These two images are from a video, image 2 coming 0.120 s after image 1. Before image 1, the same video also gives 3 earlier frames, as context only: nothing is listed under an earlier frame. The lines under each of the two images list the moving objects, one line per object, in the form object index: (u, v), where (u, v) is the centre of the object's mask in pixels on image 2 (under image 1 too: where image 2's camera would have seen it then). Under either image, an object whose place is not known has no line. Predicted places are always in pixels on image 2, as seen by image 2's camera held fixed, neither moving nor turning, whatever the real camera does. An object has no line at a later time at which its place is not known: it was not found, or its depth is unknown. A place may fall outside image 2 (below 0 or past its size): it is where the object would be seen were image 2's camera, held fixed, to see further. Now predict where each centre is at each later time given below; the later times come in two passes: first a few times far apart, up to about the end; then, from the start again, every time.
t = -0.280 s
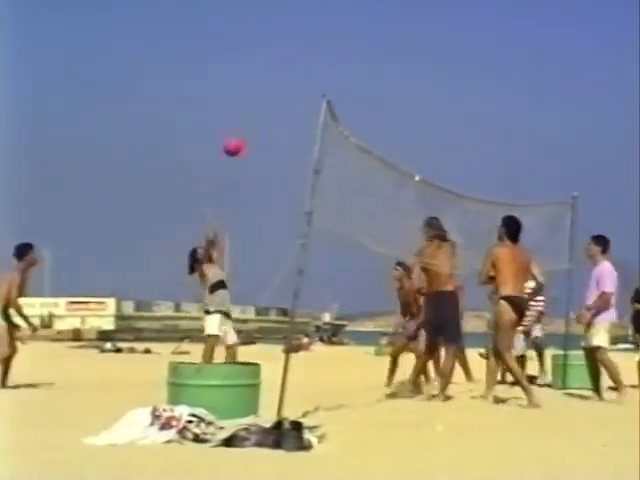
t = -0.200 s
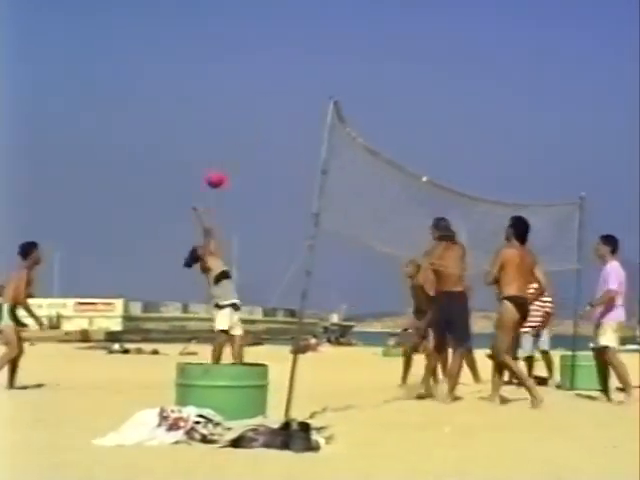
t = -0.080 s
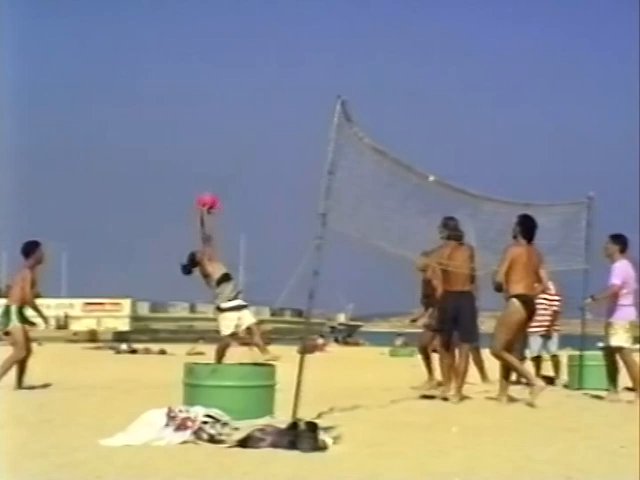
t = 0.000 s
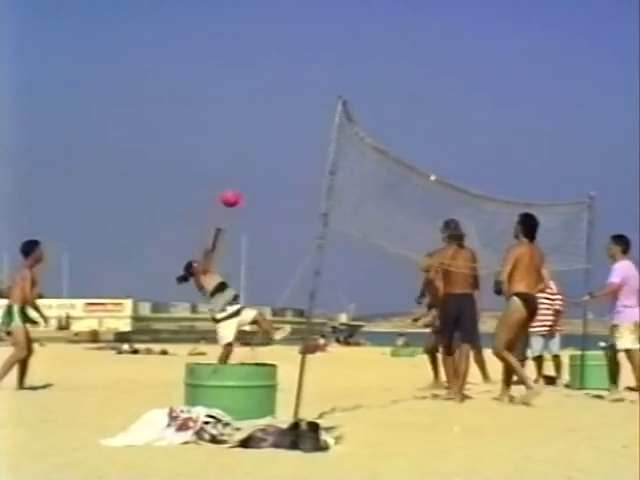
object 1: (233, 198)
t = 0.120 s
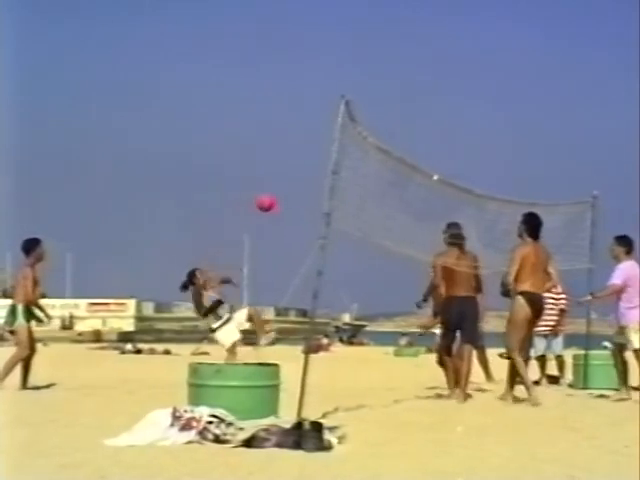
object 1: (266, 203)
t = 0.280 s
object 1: (305, 230)
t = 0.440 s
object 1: (345, 277)
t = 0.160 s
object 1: (275, 208)
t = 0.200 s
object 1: (285, 214)
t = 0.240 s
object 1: (296, 221)
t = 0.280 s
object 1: (305, 230)
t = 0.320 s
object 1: (316, 240)
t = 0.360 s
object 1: (325, 251)
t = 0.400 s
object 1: (335, 263)
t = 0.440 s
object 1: (345, 277)
